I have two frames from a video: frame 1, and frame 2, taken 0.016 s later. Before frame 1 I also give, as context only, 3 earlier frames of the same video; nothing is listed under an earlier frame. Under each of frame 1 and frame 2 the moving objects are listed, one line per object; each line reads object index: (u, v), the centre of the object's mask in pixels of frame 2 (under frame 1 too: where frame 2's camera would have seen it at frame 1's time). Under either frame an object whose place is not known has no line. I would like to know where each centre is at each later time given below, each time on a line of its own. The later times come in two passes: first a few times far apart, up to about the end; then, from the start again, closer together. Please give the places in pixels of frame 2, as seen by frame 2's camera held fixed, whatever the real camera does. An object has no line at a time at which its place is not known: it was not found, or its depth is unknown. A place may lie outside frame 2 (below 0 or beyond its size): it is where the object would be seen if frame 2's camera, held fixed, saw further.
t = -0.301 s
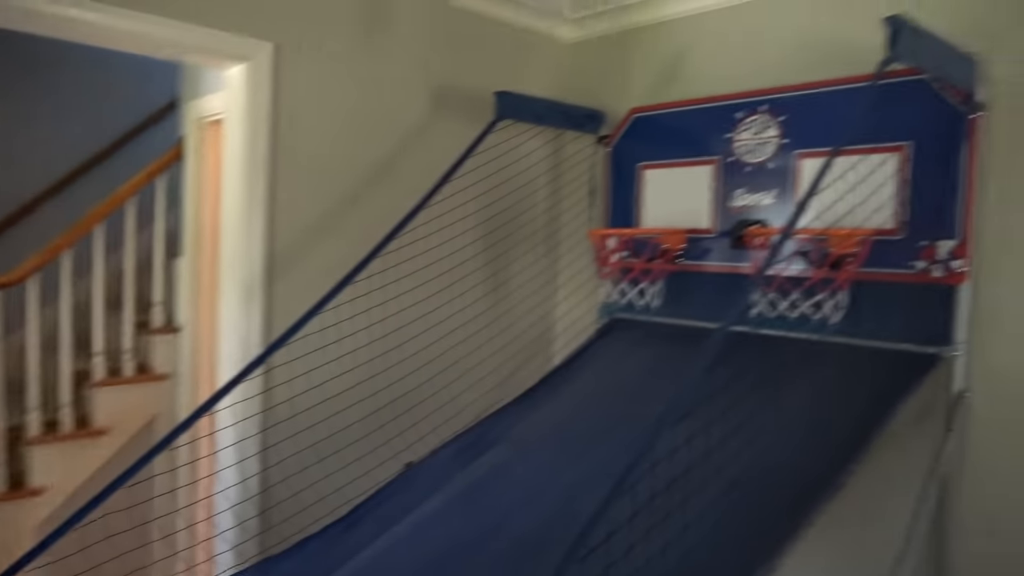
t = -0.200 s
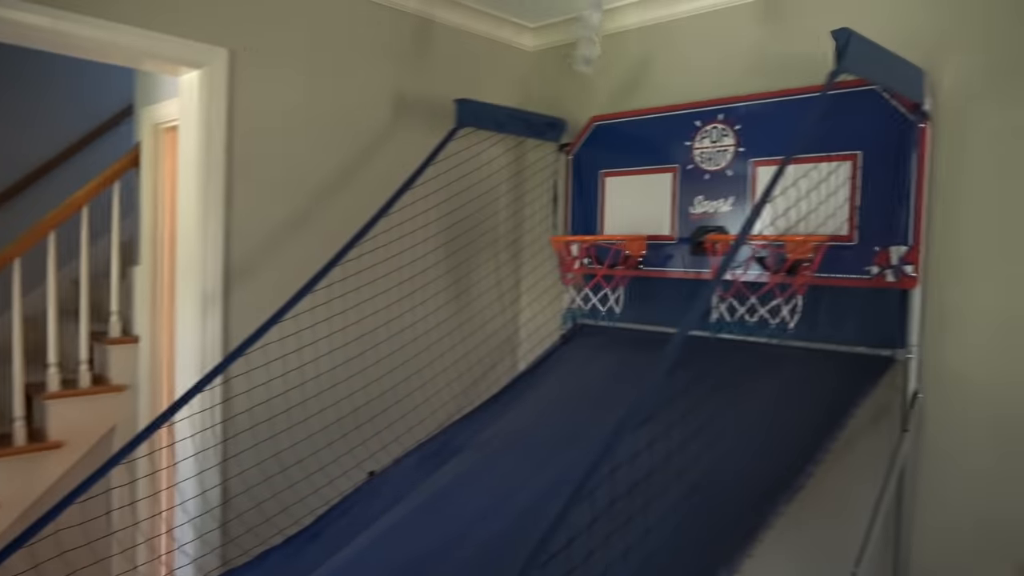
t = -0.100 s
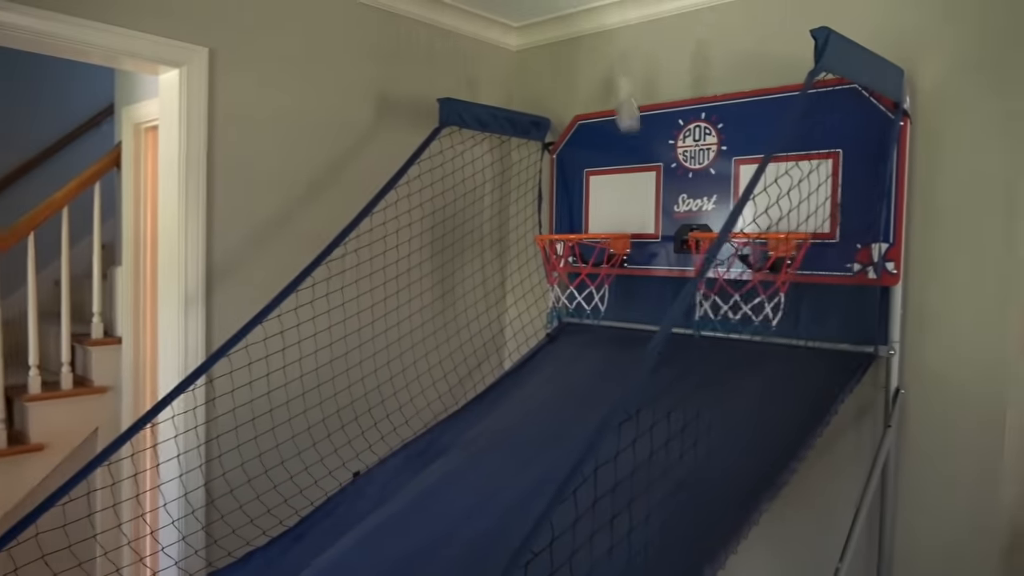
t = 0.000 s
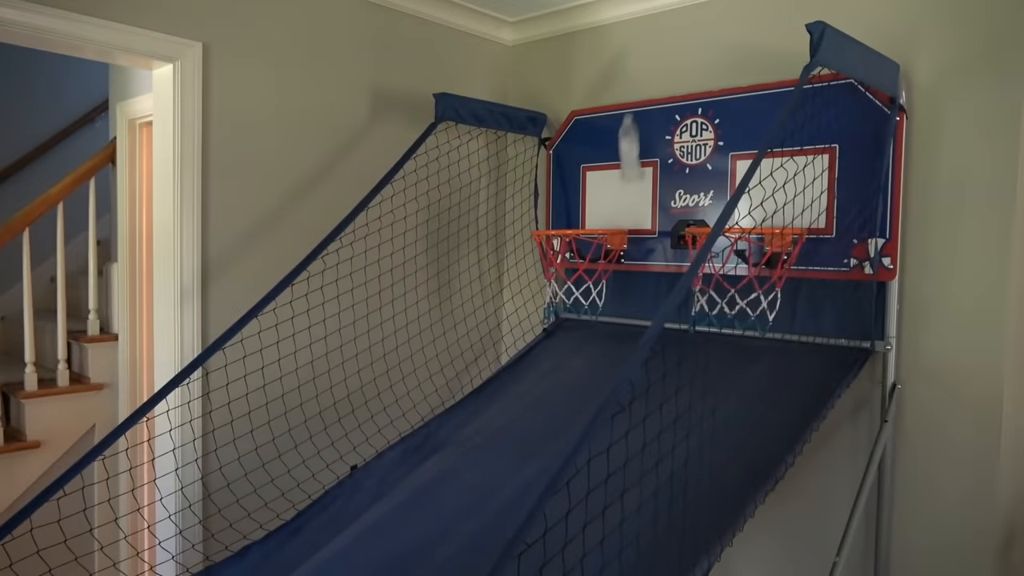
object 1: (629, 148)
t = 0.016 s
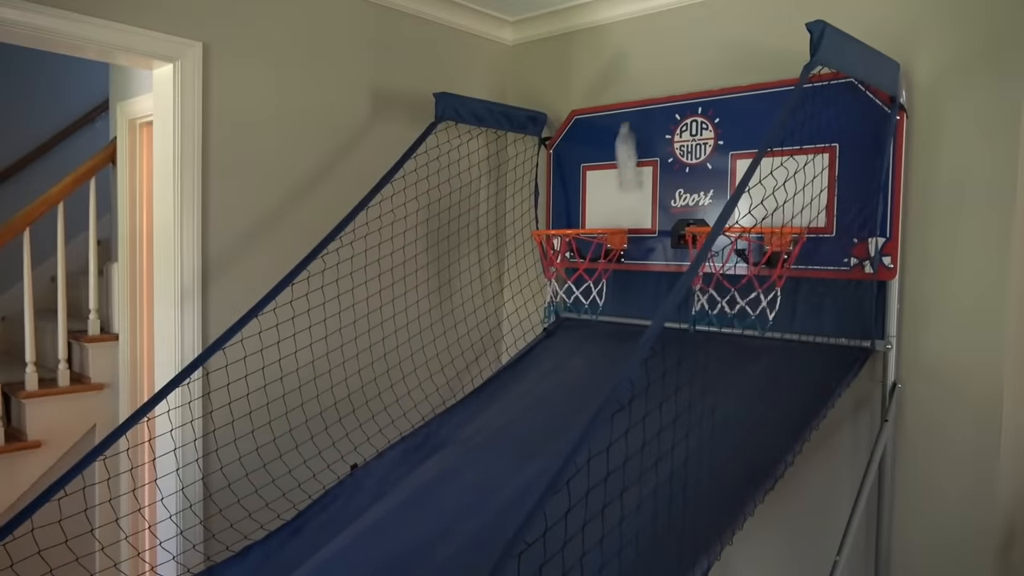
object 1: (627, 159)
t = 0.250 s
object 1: (576, 266)
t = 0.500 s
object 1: (589, 381)
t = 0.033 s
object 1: (625, 172)
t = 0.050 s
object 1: (622, 182)
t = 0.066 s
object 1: (619, 198)
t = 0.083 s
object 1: (612, 199)
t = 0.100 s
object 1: (613, 199)
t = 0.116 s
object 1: (606, 203)
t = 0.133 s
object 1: (603, 204)
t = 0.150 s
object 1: (598, 209)
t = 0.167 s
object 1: (594, 216)
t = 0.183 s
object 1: (586, 234)
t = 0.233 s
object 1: (578, 256)
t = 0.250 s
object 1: (576, 266)
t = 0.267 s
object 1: (576, 270)
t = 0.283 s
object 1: (576, 273)
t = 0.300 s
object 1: (568, 273)
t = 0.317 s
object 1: (571, 277)
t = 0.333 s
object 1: (578, 286)
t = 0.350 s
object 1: (580, 294)
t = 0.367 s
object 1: (583, 302)
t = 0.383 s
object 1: (585, 310)
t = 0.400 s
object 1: (584, 317)
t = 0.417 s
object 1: (585, 326)
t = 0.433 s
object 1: (587, 340)
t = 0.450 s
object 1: (587, 352)
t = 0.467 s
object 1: (589, 360)
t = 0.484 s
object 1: (590, 371)
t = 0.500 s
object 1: (589, 381)
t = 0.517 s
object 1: (589, 386)
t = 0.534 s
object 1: (589, 389)
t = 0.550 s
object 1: (588, 393)
